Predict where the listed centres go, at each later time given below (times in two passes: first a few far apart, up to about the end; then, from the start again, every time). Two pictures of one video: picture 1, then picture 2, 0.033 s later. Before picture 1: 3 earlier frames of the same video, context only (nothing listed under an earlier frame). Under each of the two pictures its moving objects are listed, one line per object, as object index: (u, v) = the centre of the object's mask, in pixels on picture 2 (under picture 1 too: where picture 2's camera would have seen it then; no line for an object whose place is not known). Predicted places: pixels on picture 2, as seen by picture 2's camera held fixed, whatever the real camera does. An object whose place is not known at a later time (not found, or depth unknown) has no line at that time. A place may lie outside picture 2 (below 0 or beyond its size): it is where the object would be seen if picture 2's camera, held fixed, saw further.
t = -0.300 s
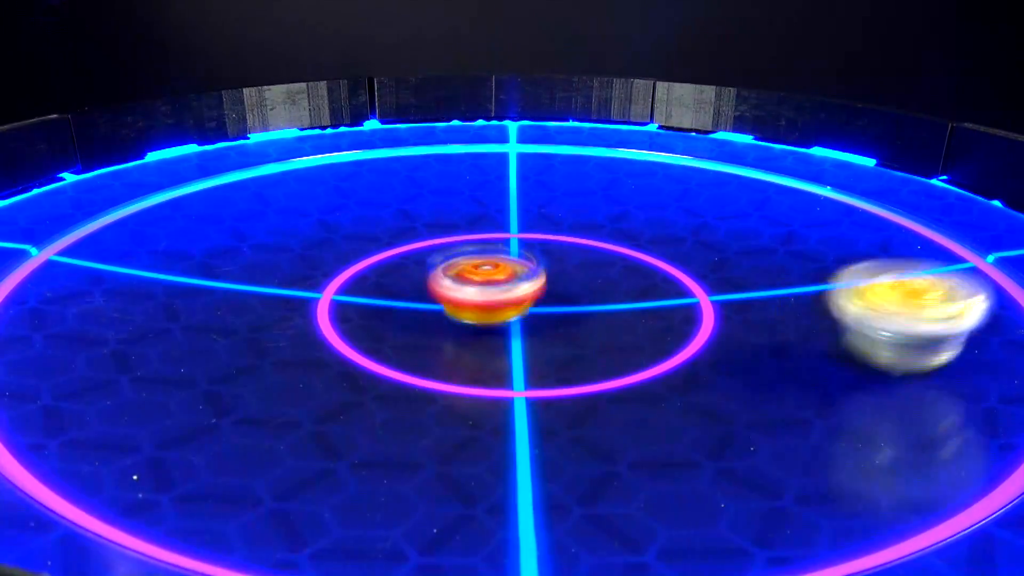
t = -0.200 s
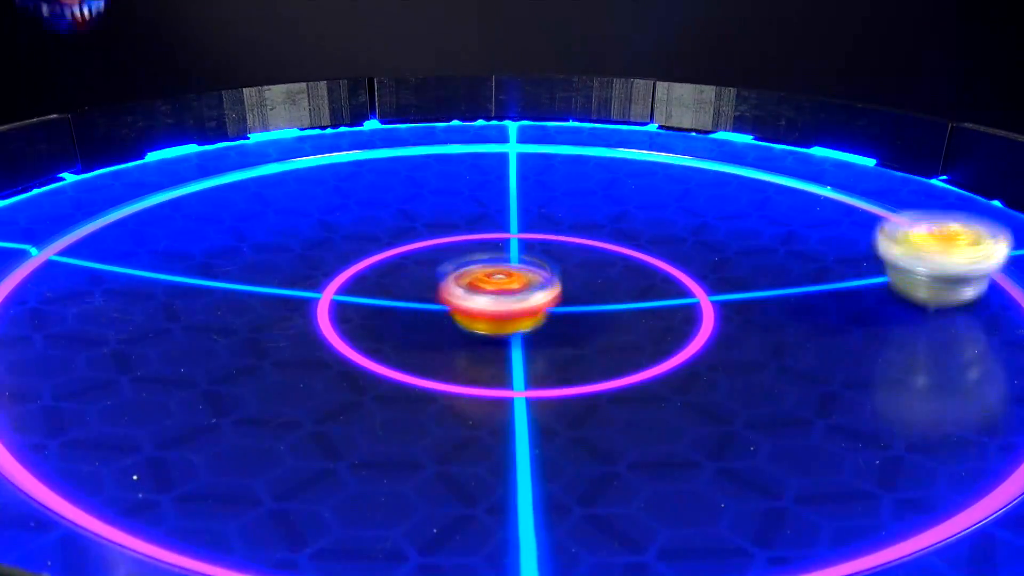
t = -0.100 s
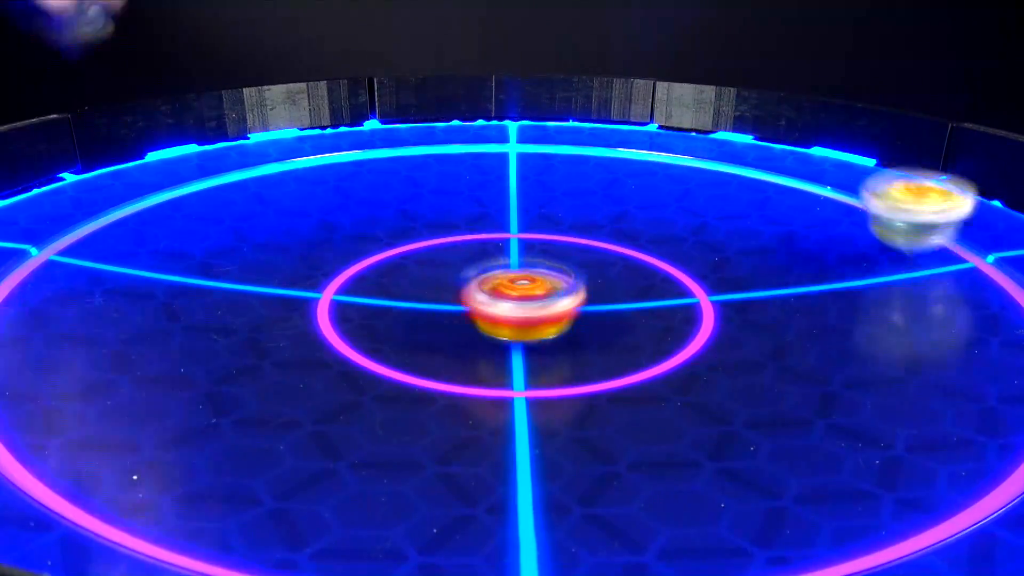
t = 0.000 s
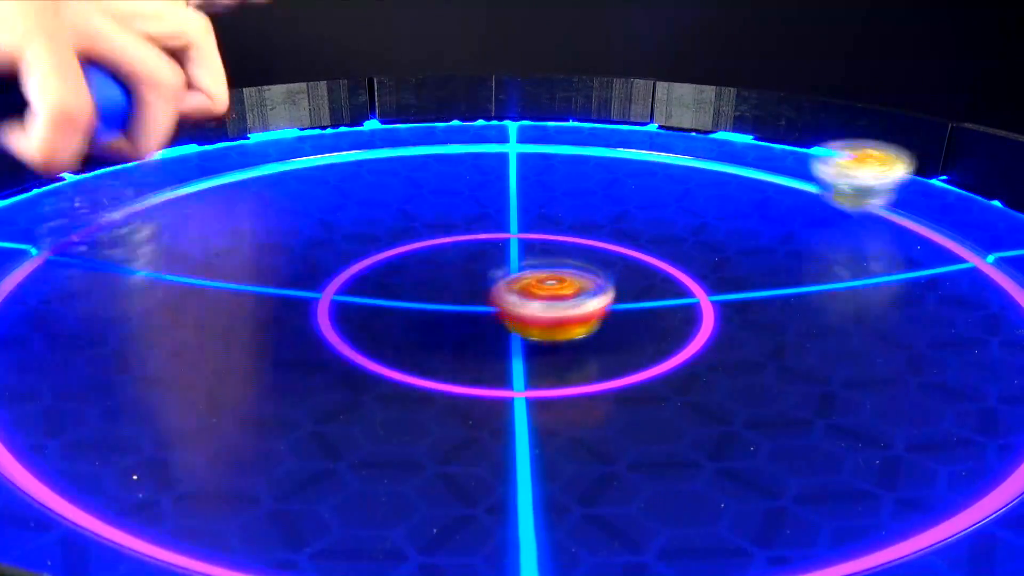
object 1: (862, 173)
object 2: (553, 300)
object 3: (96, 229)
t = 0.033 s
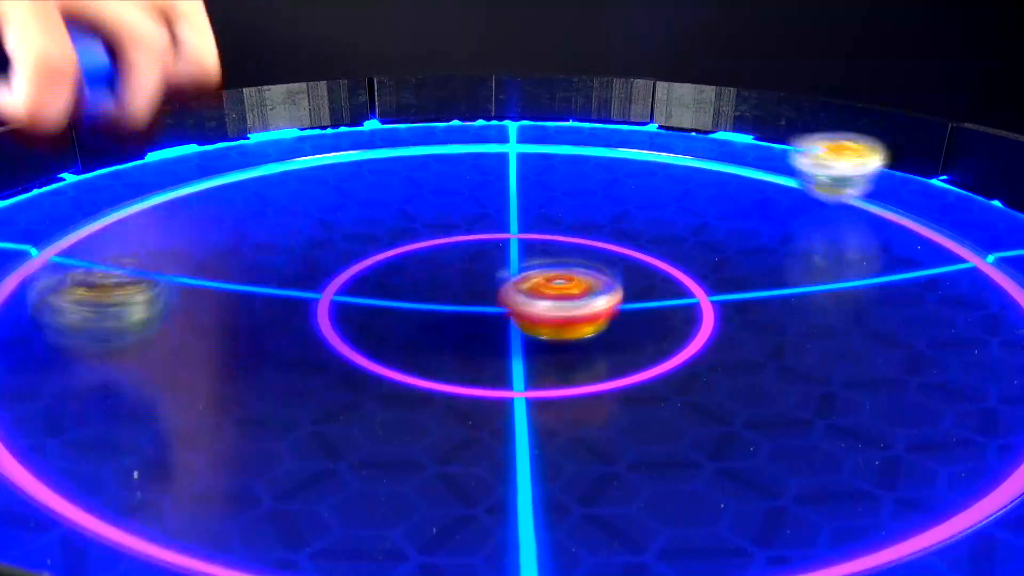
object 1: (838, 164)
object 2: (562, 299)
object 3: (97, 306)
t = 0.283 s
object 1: (657, 134)
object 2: (573, 282)
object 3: (229, 310)
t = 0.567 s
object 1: (459, 152)
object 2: (548, 271)
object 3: (602, 335)
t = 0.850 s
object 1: (301, 214)
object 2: (531, 274)
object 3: (692, 213)
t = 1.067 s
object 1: (270, 286)
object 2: (521, 275)
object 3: (591, 153)
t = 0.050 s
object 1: (824, 161)
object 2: (568, 297)
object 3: (102, 265)
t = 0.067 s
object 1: (813, 156)
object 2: (569, 297)
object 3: (100, 251)
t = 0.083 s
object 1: (800, 153)
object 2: (573, 295)
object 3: (99, 231)
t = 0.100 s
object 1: (791, 151)
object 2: (574, 294)
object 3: (101, 224)
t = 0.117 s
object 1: (776, 147)
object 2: (577, 293)
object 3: (108, 218)
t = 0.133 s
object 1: (766, 145)
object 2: (579, 292)
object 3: (112, 220)
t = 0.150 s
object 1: (752, 142)
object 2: (581, 291)
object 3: (119, 232)
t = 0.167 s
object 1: (742, 140)
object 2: (582, 291)
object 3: (126, 248)
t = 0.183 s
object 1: (728, 139)
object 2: (582, 289)
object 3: (140, 278)
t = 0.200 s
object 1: (717, 138)
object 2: (582, 288)
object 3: (150, 308)
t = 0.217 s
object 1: (703, 136)
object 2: (580, 286)
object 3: (163, 348)
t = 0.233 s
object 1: (694, 135)
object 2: (579, 286)
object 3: (175, 355)
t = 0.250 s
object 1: (680, 135)
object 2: (577, 285)
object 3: (192, 337)
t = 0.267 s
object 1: (671, 134)
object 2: (575, 284)
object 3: (208, 321)
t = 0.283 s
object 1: (657, 134)
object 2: (573, 282)
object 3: (229, 310)
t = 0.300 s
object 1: (646, 134)
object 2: (572, 281)
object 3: (244, 308)
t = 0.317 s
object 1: (632, 133)
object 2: (569, 279)
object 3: (267, 314)
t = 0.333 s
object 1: (622, 134)
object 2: (567, 279)
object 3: (290, 327)
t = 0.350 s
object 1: (608, 133)
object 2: (565, 277)
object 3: (314, 351)
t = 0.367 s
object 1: (598, 134)
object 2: (564, 277)
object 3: (336, 370)
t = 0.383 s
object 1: (584, 134)
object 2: (561, 276)
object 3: (361, 368)
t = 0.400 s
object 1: (574, 135)
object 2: (560, 277)
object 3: (385, 356)
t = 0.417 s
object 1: (561, 136)
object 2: (558, 276)
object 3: (413, 348)
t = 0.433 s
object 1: (552, 137)
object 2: (557, 276)
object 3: (433, 348)
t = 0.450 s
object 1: (537, 138)
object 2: (555, 275)
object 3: (461, 356)
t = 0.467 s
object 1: (528, 139)
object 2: (555, 275)
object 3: (483, 362)
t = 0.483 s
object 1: (513, 141)
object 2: (553, 274)
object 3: (508, 355)
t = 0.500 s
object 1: (504, 143)
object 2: (552, 274)
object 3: (528, 351)
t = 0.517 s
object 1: (491, 145)
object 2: (551, 273)
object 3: (549, 351)
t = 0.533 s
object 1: (481, 147)
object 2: (551, 273)
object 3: (570, 346)
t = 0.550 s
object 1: (467, 150)
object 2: (549, 272)
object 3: (588, 341)
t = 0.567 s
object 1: (459, 152)
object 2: (548, 271)
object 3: (602, 335)
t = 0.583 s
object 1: (445, 155)
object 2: (546, 272)
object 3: (618, 330)
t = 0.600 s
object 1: (437, 156)
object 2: (546, 272)
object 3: (631, 323)
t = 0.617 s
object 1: (424, 160)
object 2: (545, 273)
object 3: (645, 316)
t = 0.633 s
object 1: (415, 163)
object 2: (545, 273)
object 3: (656, 310)
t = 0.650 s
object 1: (403, 166)
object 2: (544, 273)
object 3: (668, 301)
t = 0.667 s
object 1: (395, 169)
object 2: (543, 273)
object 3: (677, 294)
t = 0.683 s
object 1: (382, 173)
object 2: (542, 273)
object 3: (685, 286)
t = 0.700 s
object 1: (375, 176)
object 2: (541, 273)
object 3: (691, 278)
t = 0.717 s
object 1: (364, 181)
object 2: (539, 273)
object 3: (696, 269)
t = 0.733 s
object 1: (357, 184)
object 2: (539, 273)
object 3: (700, 262)
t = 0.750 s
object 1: (347, 190)
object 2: (537, 274)
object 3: (702, 254)
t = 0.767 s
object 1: (338, 193)
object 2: (536, 274)
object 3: (703, 247)
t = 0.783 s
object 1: (330, 196)
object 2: (535, 273)
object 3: (703, 239)
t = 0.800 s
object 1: (323, 200)
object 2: (534, 274)
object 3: (702, 233)
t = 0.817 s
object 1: (315, 205)
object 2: (534, 274)
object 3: (699, 225)
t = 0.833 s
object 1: (309, 208)
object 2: (533, 274)
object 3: (696, 220)
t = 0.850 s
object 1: (301, 214)
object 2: (531, 274)
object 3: (692, 213)
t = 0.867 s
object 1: (296, 218)
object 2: (530, 274)
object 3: (688, 207)
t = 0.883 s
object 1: (289, 224)
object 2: (530, 274)
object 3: (682, 201)
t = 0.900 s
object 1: (285, 228)
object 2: (528, 274)
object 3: (677, 198)
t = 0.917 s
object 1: (280, 234)
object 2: (527, 274)
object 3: (670, 190)
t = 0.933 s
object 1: (276, 239)
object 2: (526, 274)
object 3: (664, 187)
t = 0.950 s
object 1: (273, 245)
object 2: (525, 274)
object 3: (655, 182)
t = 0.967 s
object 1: (270, 250)
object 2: (525, 274)
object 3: (650, 179)
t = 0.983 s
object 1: (268, 256)
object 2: (524, 274)
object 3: (638, 173)
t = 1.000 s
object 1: (267, 262)
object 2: (524, 275)
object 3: (633, 170)
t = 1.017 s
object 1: (267, 268)
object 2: (522, 275)
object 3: (620, 164)
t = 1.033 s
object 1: (267, 274)
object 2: (522, 275)
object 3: (611, 162)
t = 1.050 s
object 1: (269, 280)
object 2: (522, 275)
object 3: (598, 156)
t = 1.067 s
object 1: (270, 286)
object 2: (521, 275)
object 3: (591, 153)
